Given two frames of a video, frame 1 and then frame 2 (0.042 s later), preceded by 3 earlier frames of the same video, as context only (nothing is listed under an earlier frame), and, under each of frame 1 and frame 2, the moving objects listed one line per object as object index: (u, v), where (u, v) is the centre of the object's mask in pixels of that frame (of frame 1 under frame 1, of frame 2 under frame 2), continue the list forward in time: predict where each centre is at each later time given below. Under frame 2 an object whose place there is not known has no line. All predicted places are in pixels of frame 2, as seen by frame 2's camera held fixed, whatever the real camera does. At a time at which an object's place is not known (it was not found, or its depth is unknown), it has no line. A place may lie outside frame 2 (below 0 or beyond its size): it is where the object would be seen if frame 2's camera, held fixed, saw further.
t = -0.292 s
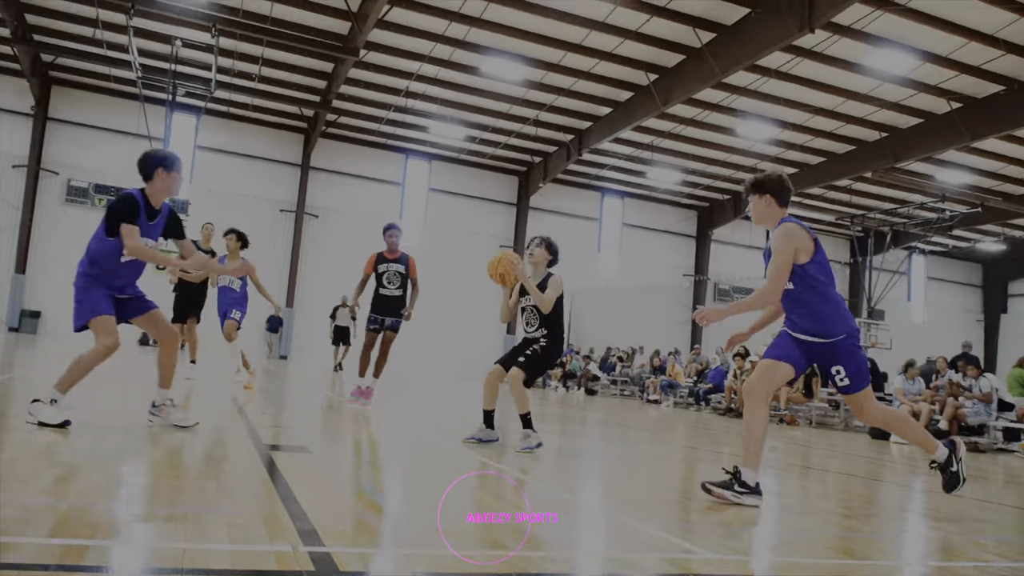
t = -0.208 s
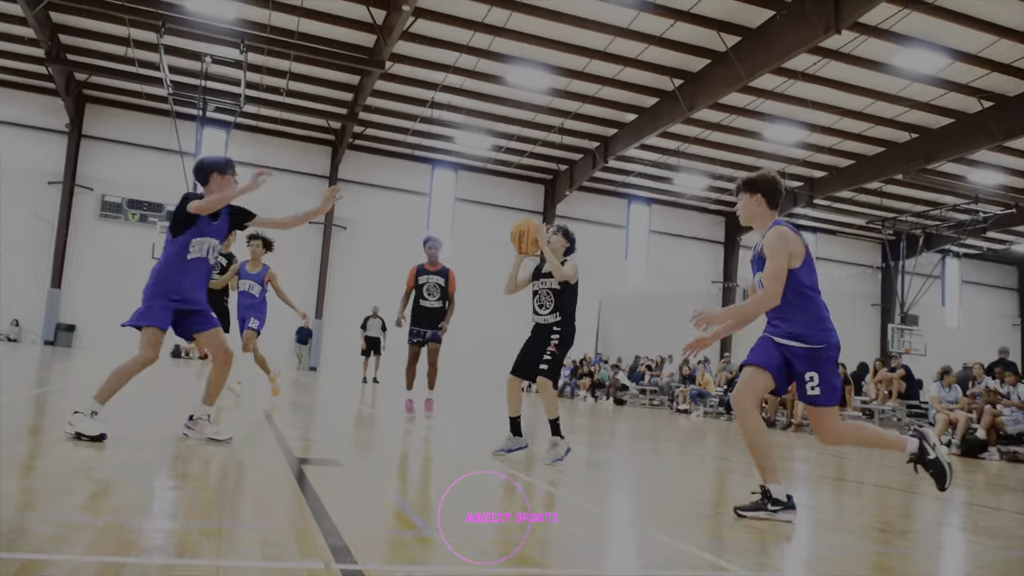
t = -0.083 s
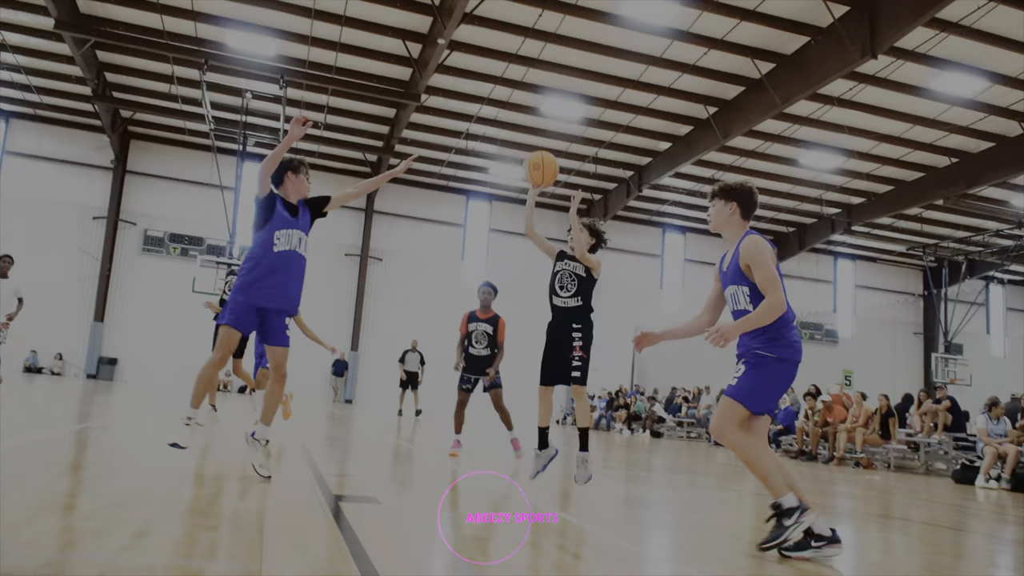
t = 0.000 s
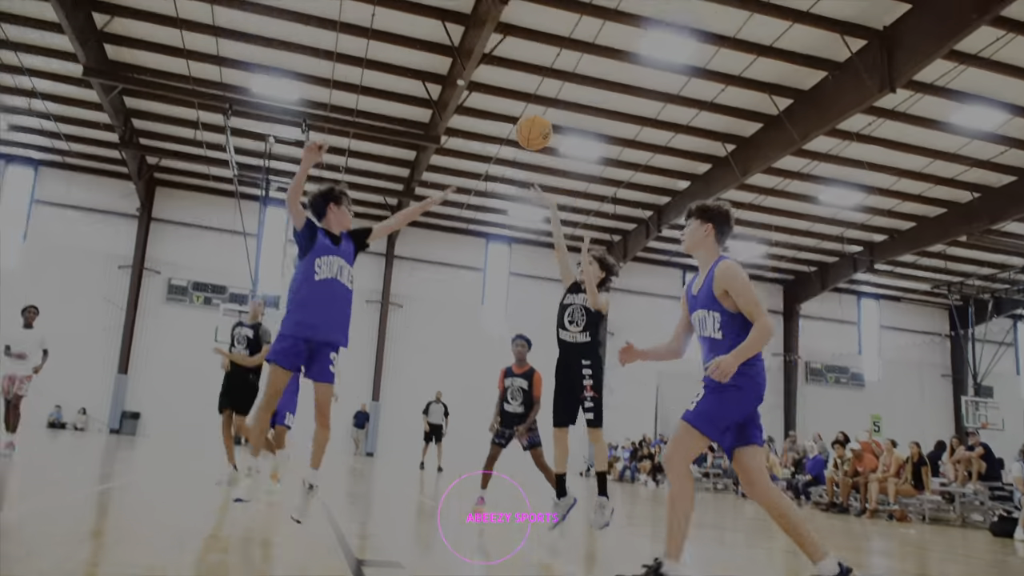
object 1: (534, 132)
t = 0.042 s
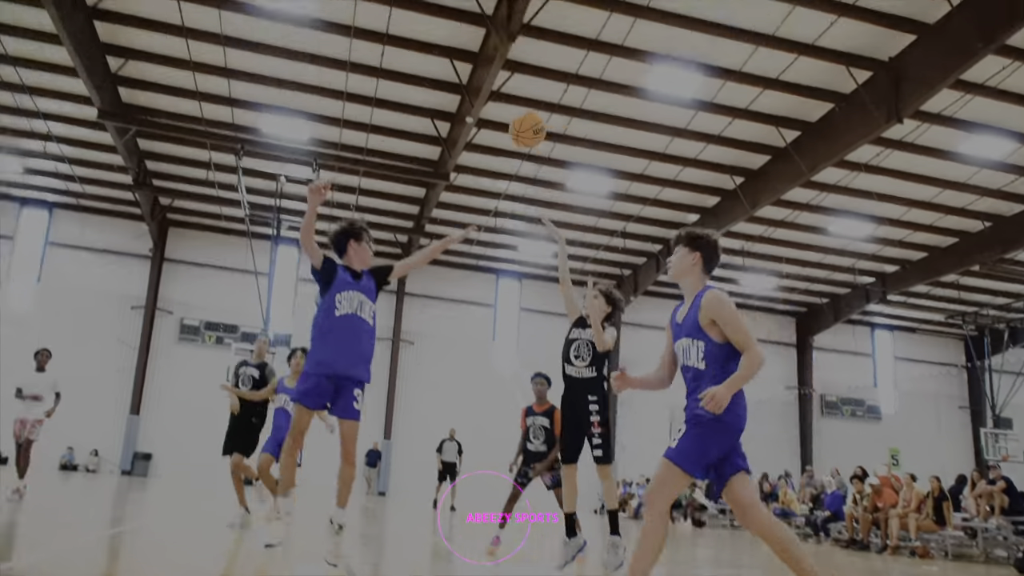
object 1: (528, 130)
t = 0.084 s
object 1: (512, 96)
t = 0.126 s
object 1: (495, 62)
